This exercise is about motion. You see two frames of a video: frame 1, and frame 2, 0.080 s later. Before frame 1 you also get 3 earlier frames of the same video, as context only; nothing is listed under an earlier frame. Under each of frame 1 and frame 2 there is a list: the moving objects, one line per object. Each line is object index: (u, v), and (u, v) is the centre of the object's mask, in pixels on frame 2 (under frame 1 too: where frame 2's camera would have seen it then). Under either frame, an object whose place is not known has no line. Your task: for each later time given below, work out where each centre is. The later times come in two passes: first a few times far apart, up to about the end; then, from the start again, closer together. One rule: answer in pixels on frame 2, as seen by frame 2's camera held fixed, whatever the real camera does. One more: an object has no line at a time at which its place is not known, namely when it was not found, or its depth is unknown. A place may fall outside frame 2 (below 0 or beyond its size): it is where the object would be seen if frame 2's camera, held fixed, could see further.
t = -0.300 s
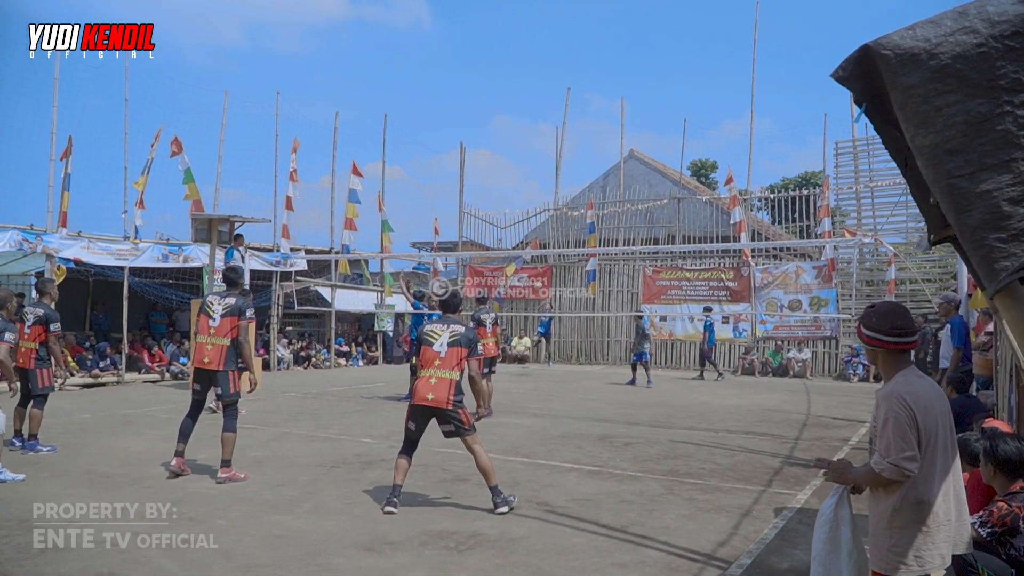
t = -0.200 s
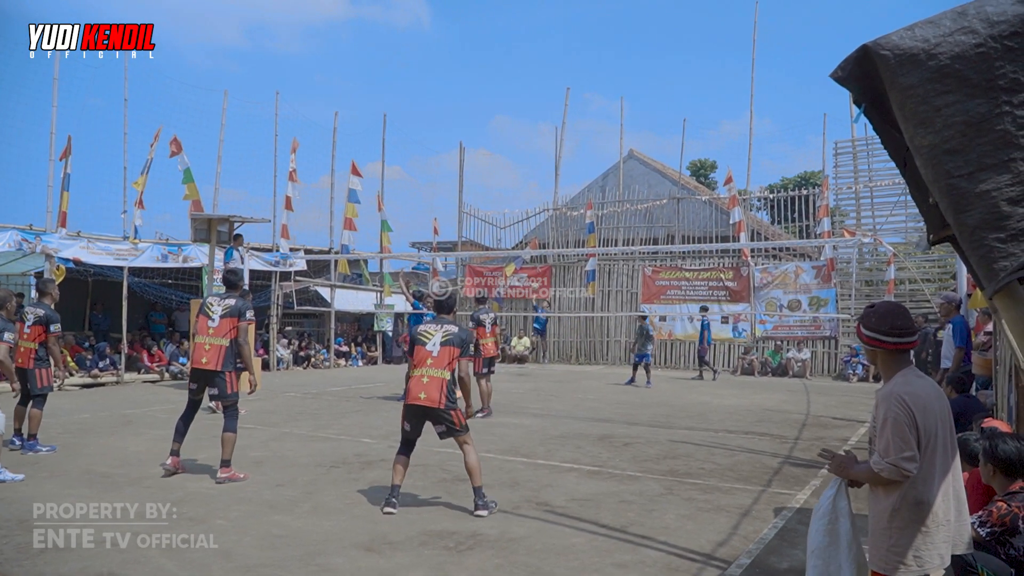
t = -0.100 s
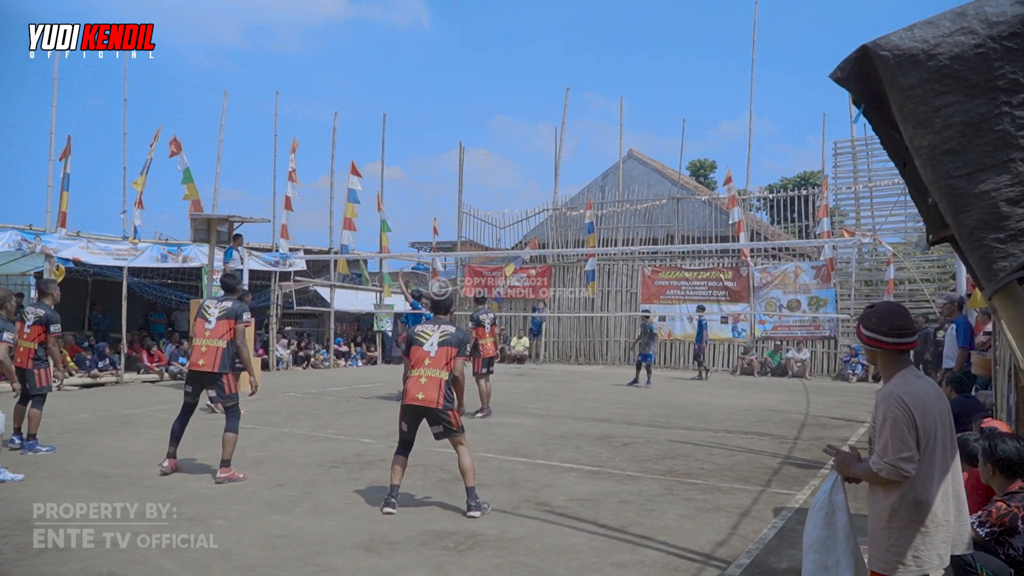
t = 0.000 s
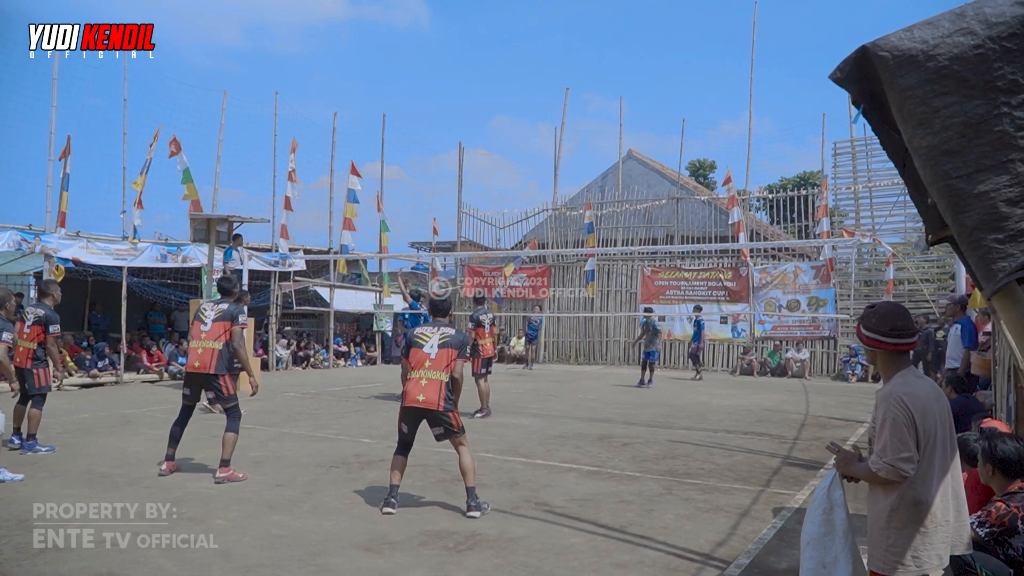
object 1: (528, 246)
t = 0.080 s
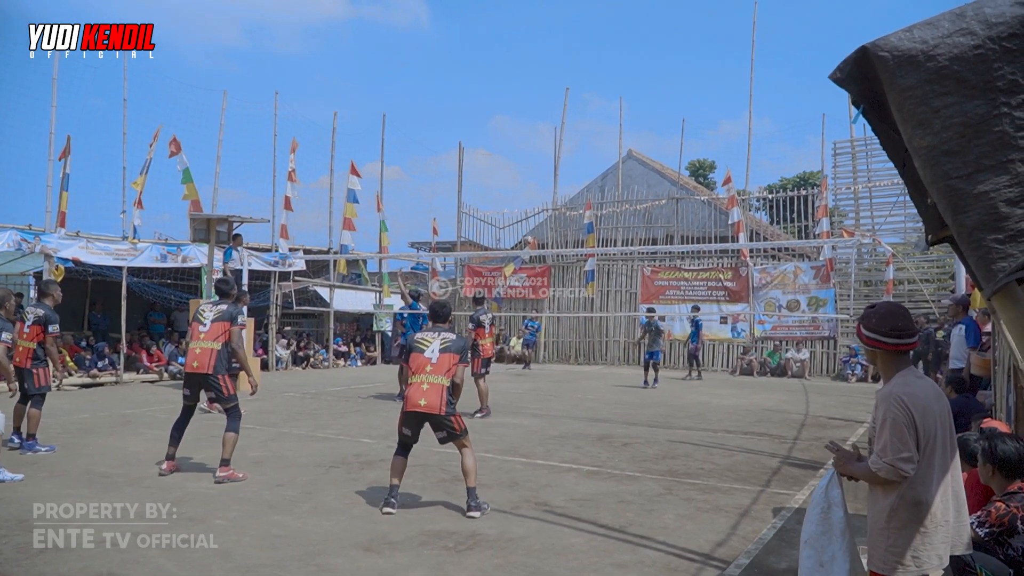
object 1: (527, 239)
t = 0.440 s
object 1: (518, 201)
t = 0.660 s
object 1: (503, 201)
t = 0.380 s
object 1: (520, 205)
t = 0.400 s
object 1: (519, 203)
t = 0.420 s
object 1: (519, 202)
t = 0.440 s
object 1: (518, 201)
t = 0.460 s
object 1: (517, 200)
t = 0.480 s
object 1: (516, 199)
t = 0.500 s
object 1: (515, 198)
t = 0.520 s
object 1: (514, 198)
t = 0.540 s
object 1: (513, 198)
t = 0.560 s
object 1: (512, 197)
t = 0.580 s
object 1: (510, 198)
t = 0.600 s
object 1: (509, 198)
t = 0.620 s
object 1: (507, 199)
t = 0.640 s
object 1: (505, 200)
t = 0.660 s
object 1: (503, 201)
